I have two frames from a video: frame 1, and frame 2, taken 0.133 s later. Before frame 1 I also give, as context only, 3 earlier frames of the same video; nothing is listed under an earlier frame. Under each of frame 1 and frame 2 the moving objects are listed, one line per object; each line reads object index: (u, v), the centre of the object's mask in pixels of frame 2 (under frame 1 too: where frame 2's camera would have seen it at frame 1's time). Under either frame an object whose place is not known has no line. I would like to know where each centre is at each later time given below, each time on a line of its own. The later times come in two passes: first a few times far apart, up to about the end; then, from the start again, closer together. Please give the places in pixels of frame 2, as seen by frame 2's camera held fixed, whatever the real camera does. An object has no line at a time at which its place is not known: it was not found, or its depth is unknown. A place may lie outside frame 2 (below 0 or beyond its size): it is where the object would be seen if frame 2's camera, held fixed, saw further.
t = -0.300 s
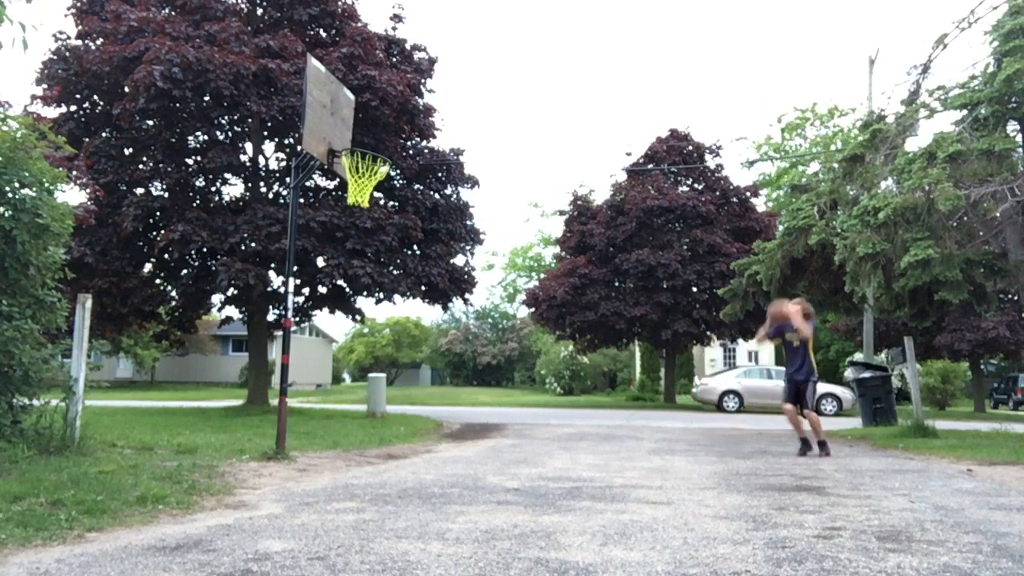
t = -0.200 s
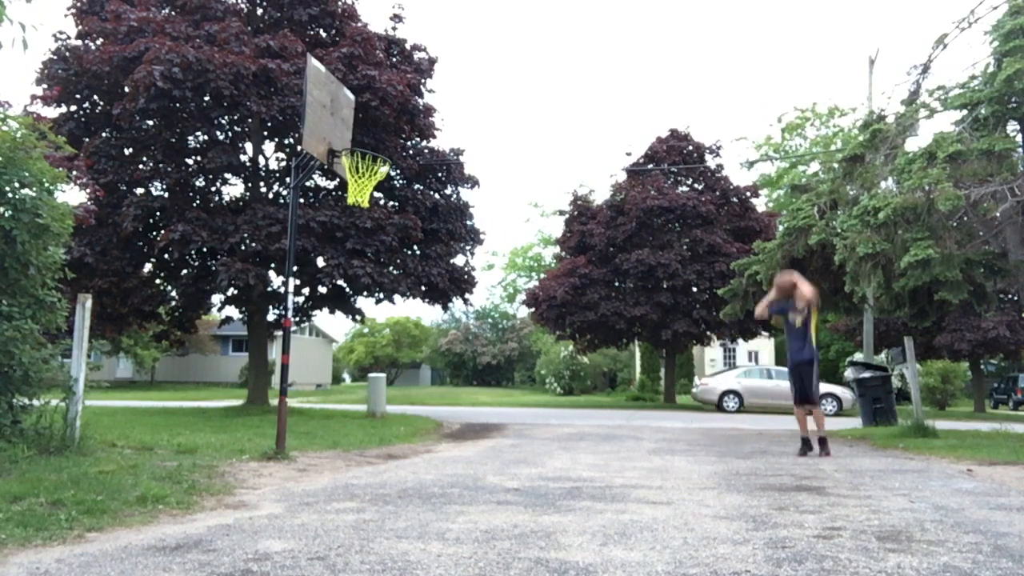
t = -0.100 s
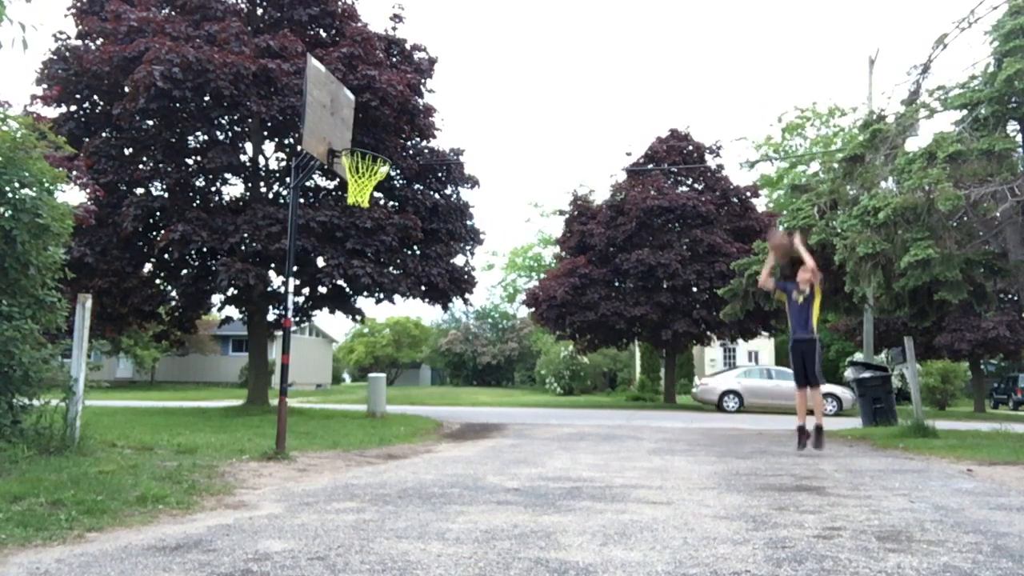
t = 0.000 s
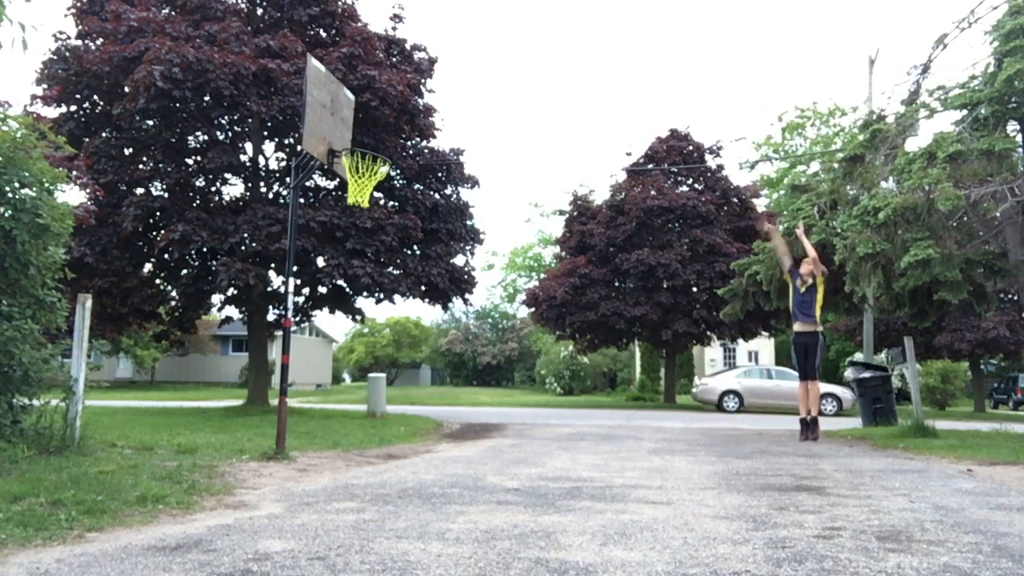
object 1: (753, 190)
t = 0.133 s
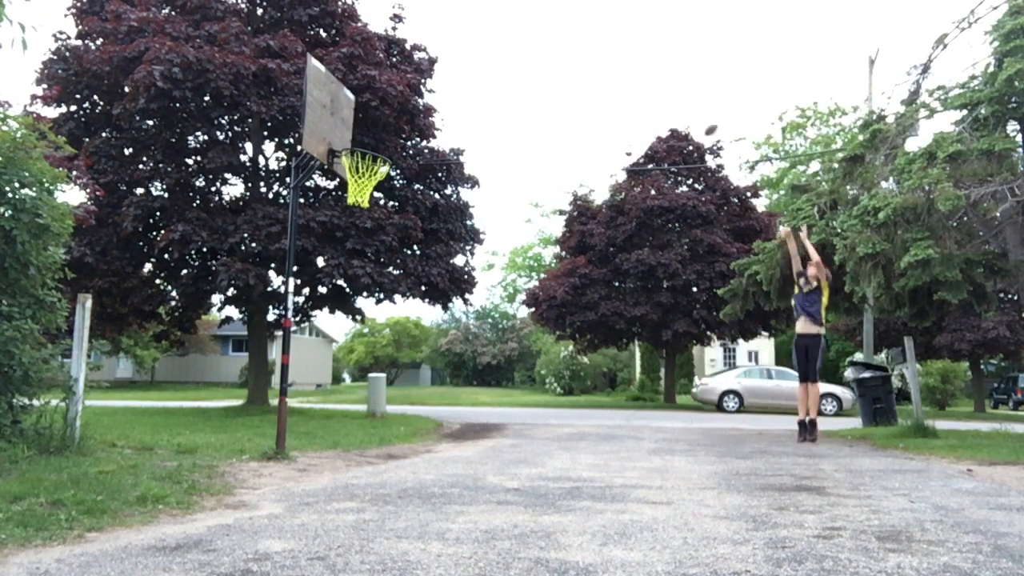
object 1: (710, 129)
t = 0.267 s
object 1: (667, 83)
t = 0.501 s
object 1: (591, 38)
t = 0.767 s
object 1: (499, 46)
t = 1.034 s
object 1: (402, 116)
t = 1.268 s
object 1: (330, 214)
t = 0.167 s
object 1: (700, 116)
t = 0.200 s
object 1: (689, 104)
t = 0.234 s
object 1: (678, 93)
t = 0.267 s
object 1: (667, 83)
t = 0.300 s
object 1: (657, 74)
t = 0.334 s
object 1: (646, 65)
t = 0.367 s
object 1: (635, 58)
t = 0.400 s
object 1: (624, 52)
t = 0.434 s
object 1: (613, 46)
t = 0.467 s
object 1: (602, 42)
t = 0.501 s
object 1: (591, 38)
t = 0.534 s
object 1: (580, 36)
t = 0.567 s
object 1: (569, 34)
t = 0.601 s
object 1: (557, 34)
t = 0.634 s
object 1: (546, 34)
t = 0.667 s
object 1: (534, 36)
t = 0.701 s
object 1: (522, 38)
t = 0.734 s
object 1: (511, 41)
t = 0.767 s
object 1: (499, 46)
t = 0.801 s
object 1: (487, 51)
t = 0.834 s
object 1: (475, 57)
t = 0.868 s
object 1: (463, 65)
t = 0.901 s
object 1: (451, 73)
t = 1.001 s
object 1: (412, 103)
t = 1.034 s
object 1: (402, 116)
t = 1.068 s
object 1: (390, 129)
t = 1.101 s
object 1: (381, 142)
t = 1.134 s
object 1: (368, 152)
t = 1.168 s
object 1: (348, 176)
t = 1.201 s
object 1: (341, 196)
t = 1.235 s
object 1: (336, 202)
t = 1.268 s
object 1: (330, 214)
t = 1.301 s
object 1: (322, 227)
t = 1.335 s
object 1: (317, 239)
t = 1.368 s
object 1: (310, 255)
